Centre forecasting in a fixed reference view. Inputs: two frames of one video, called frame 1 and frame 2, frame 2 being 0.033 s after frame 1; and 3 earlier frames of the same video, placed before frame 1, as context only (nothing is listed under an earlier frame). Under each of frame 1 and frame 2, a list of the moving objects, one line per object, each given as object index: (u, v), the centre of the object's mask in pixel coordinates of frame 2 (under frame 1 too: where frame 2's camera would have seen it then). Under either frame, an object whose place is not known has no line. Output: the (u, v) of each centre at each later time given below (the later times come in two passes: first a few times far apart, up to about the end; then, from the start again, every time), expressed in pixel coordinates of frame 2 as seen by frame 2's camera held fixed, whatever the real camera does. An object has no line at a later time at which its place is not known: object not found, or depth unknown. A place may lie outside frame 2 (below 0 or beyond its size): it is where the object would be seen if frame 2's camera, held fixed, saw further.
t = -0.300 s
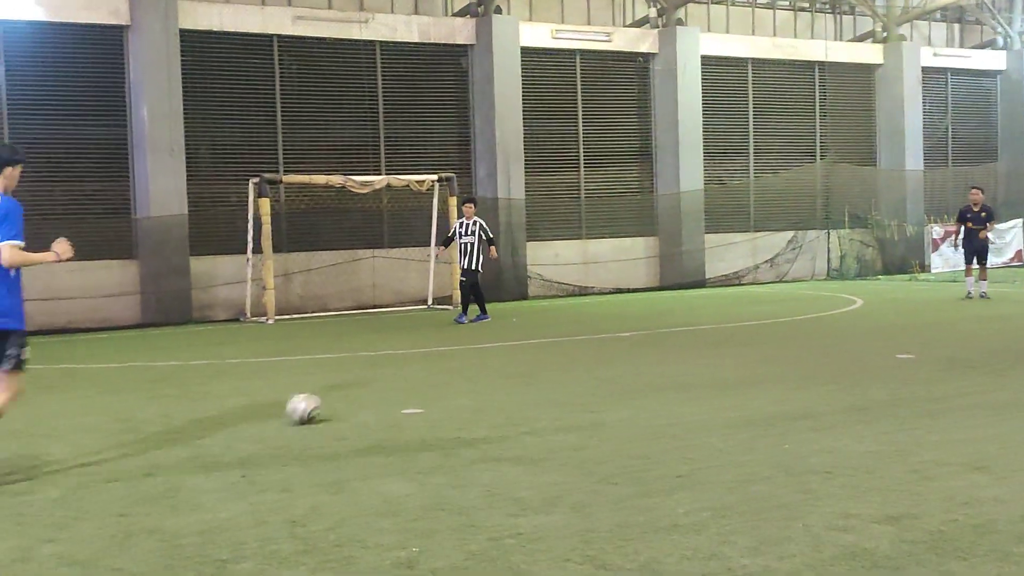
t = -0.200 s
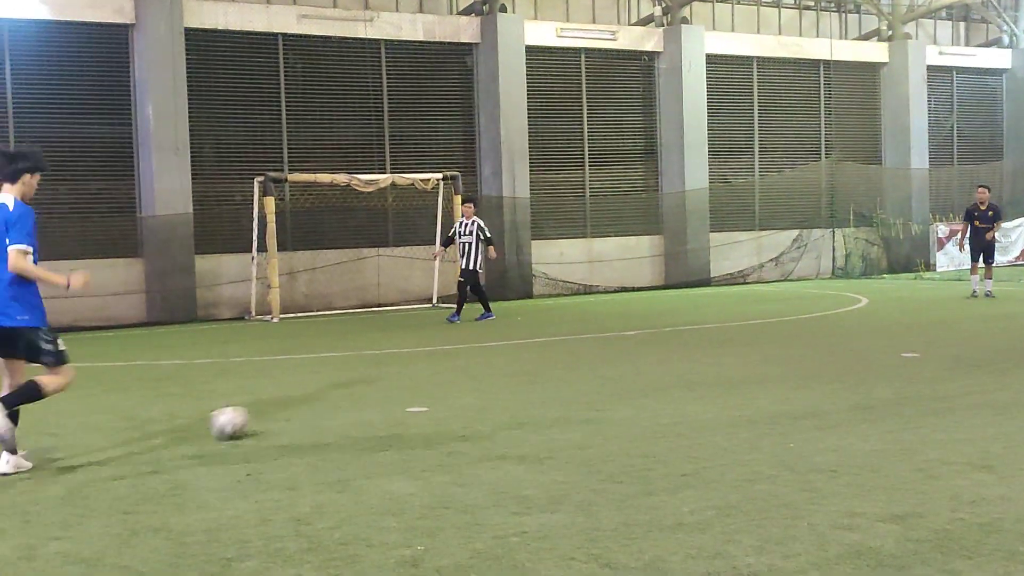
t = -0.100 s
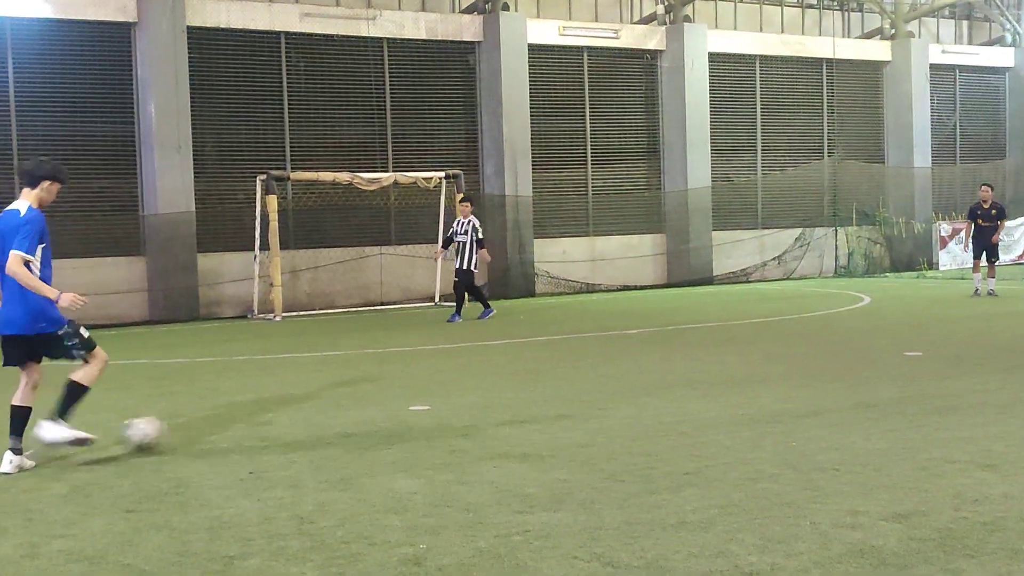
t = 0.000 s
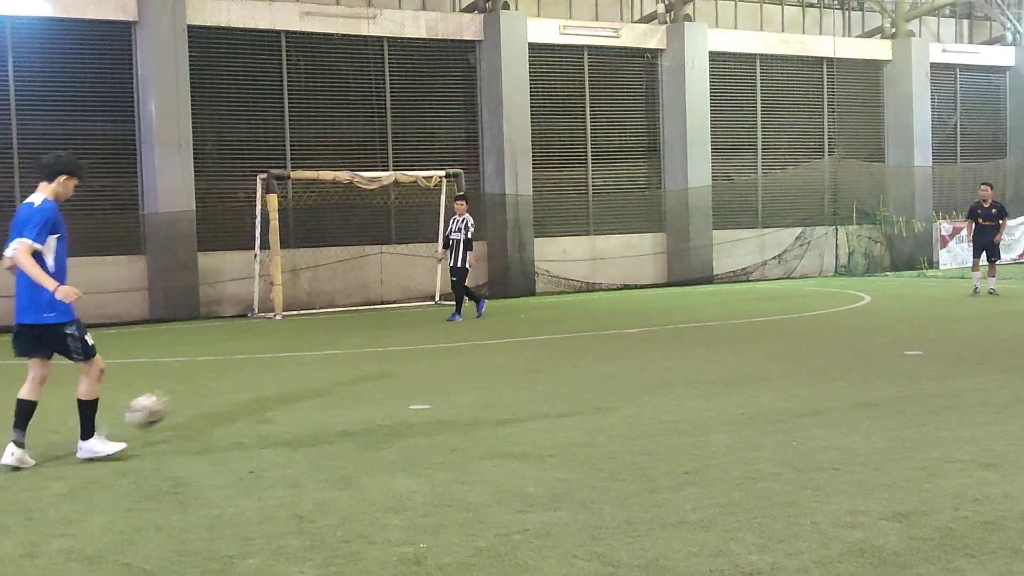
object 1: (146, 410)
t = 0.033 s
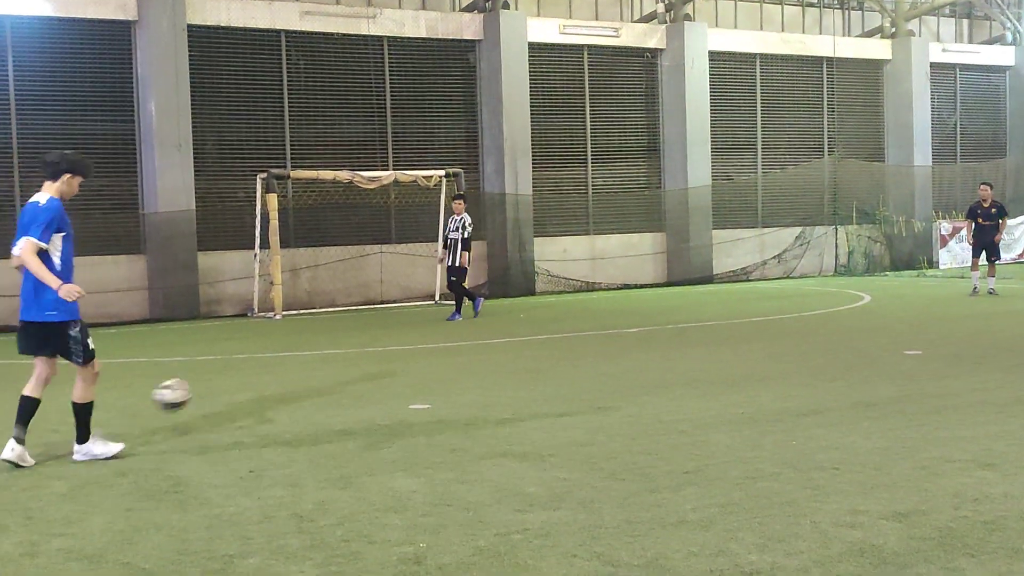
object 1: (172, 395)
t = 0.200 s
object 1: (267, 363)
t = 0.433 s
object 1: (350, 352)
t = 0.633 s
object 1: (388, 344)
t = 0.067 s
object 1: (193, 385)
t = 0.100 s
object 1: (214, 376)
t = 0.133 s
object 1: (232, 371)
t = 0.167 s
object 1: (251, 366)
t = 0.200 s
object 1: (267, 363)
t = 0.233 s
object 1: (282, 361)
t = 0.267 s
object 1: (296, 361)
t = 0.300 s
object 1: (310, 362)
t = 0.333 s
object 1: (323, 365)
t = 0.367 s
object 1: (334, 365)
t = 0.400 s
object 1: (342, 358)
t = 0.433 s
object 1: (350, 352)
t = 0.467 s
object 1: (356, 348)
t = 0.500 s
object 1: (363, 345)
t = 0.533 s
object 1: (370, 344)
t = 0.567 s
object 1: (376, 343)
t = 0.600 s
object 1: (382, 343)
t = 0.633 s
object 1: (388, 344)
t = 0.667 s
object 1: (392, 341)
